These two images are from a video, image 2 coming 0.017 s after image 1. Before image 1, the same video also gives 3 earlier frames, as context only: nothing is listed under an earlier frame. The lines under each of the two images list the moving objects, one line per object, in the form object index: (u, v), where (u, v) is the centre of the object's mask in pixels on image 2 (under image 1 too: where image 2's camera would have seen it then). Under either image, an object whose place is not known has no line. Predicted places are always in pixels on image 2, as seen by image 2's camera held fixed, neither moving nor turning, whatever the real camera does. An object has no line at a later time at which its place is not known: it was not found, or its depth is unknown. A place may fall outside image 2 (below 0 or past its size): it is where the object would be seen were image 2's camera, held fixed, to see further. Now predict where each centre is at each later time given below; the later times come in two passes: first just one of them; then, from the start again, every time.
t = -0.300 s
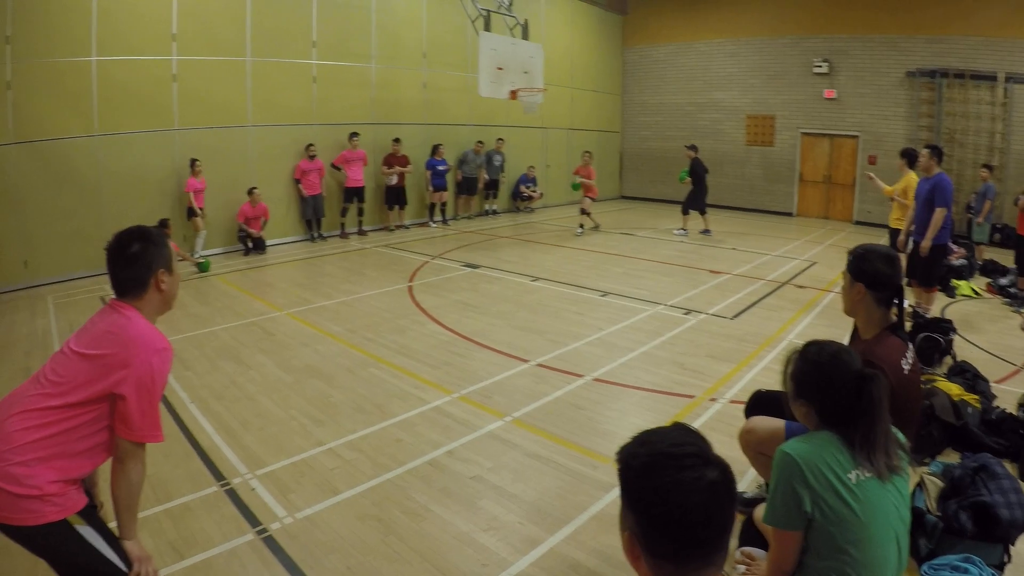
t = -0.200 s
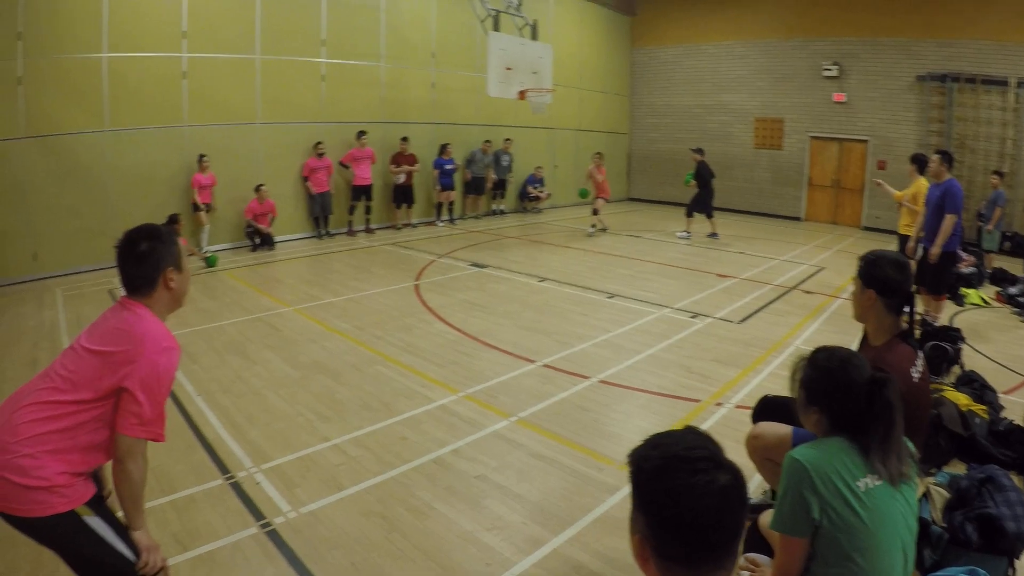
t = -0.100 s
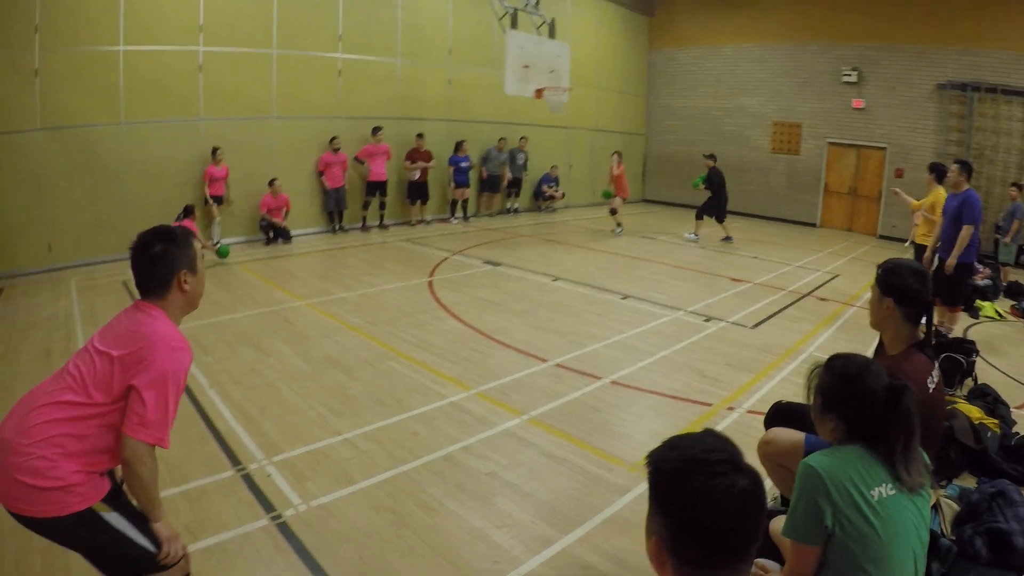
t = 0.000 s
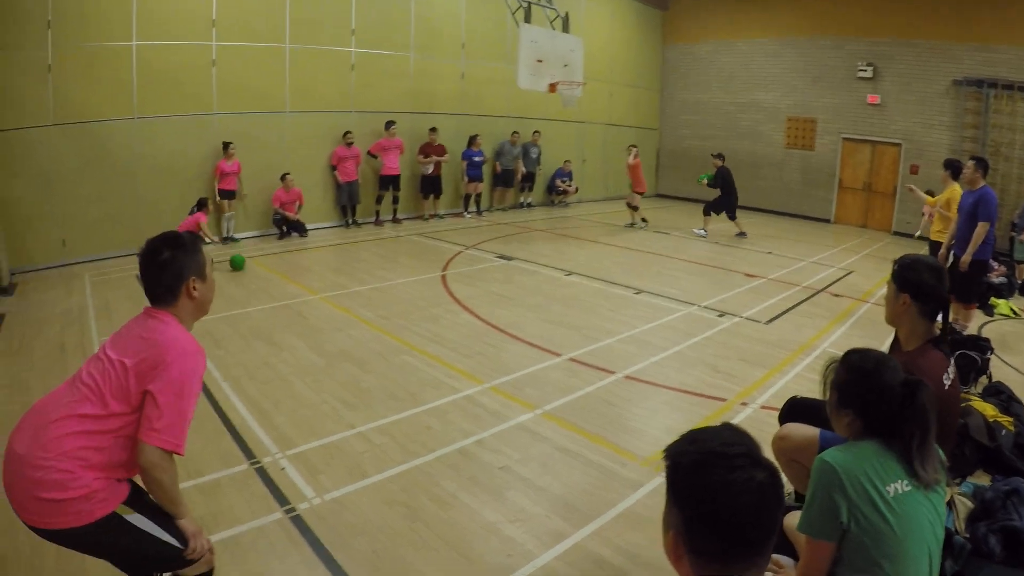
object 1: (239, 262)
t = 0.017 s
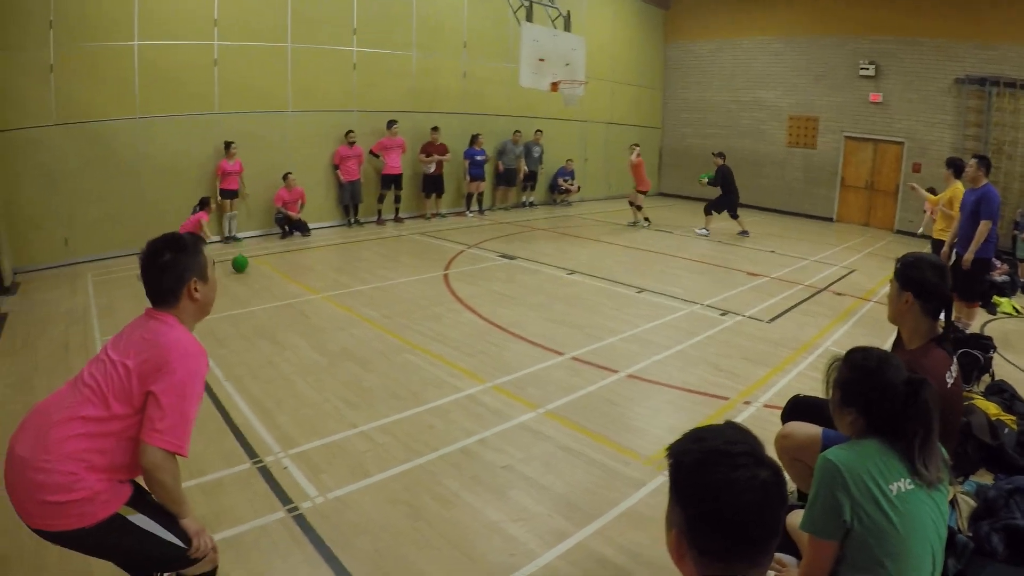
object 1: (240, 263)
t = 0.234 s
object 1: (251, 301)
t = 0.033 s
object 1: (240, 264)
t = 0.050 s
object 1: (241, 265)
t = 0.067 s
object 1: (242, 266)
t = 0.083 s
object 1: (243, 267)
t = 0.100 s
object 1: (243, 269)
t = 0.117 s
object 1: (245, 272)
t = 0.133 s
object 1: (245, 275)
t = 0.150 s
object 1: (246, 278)
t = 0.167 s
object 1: (247, 282)
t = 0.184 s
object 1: (248, 286)
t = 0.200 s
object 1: (249, 292)
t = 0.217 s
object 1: (250, 297)
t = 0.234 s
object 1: (251, 301)
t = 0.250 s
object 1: (252, 302)
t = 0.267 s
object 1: (253, 303)
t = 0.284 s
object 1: (253, 306)
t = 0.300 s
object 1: (254, 308)
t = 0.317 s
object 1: (255, 311)
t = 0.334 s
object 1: (256, 315)
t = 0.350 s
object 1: (257, 319)
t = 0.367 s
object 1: (258, 324)
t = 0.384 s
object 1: (259, 330)
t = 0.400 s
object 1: (260, 336)
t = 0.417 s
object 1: (261, 343)
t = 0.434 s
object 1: (263, 349)
